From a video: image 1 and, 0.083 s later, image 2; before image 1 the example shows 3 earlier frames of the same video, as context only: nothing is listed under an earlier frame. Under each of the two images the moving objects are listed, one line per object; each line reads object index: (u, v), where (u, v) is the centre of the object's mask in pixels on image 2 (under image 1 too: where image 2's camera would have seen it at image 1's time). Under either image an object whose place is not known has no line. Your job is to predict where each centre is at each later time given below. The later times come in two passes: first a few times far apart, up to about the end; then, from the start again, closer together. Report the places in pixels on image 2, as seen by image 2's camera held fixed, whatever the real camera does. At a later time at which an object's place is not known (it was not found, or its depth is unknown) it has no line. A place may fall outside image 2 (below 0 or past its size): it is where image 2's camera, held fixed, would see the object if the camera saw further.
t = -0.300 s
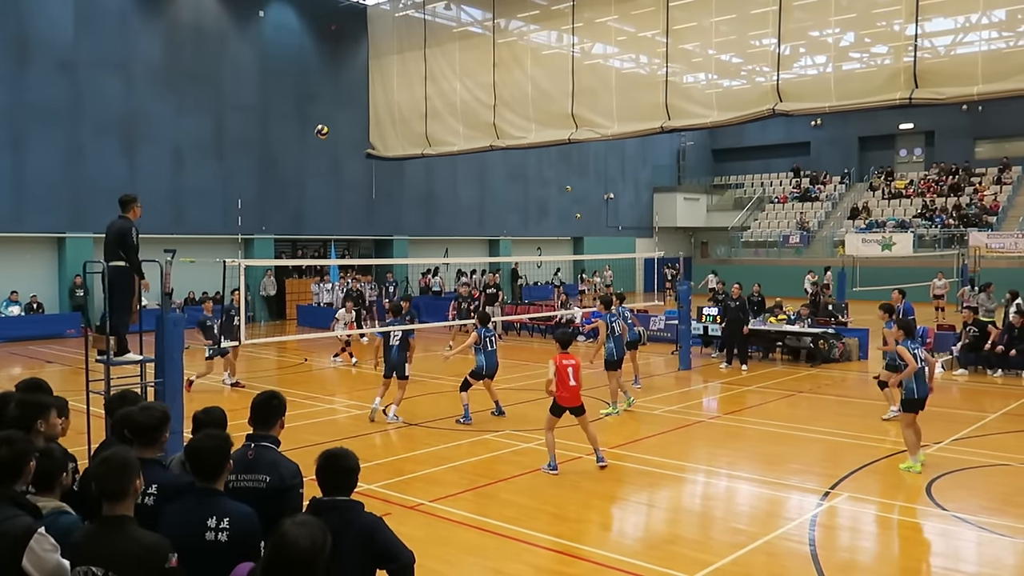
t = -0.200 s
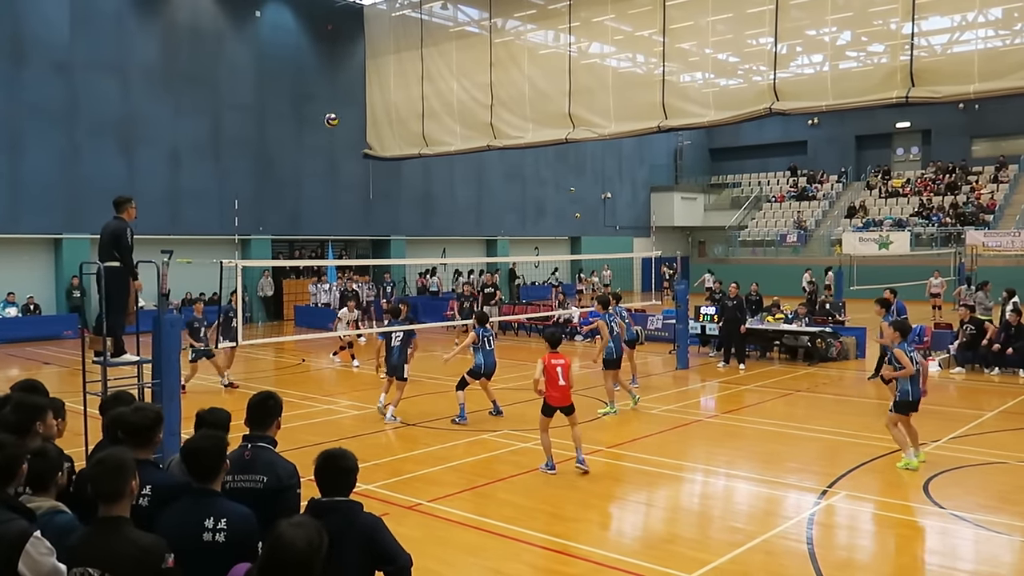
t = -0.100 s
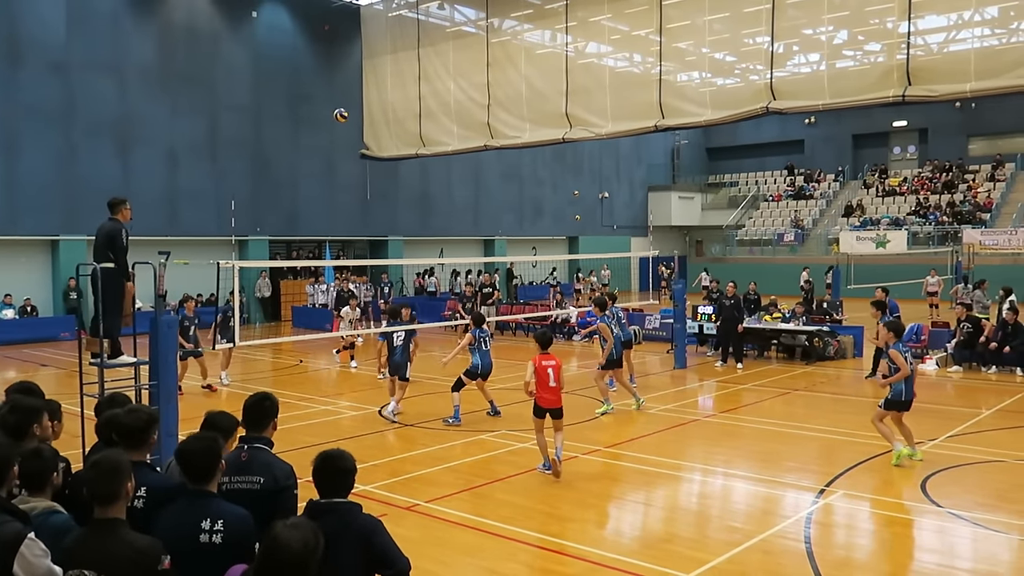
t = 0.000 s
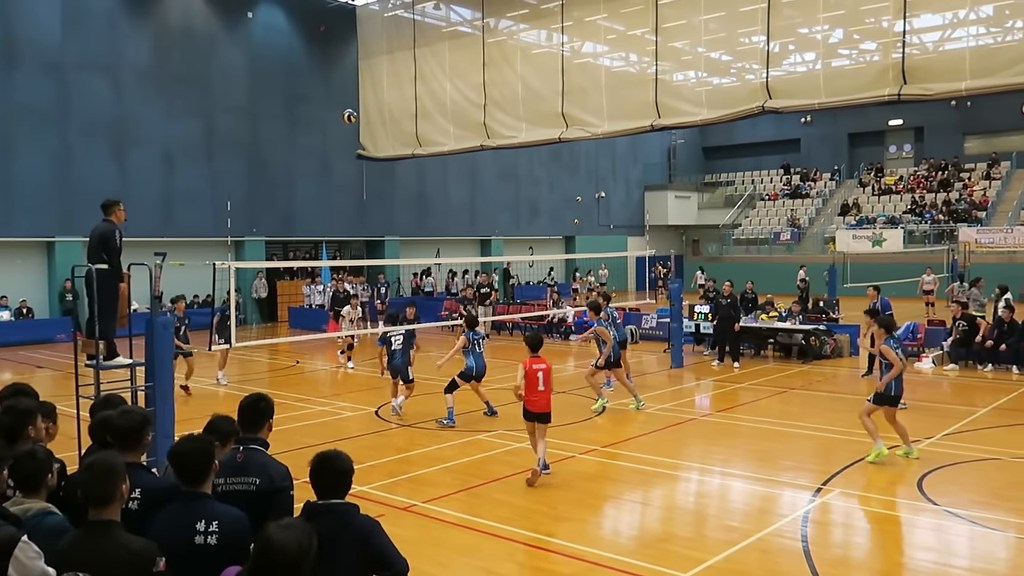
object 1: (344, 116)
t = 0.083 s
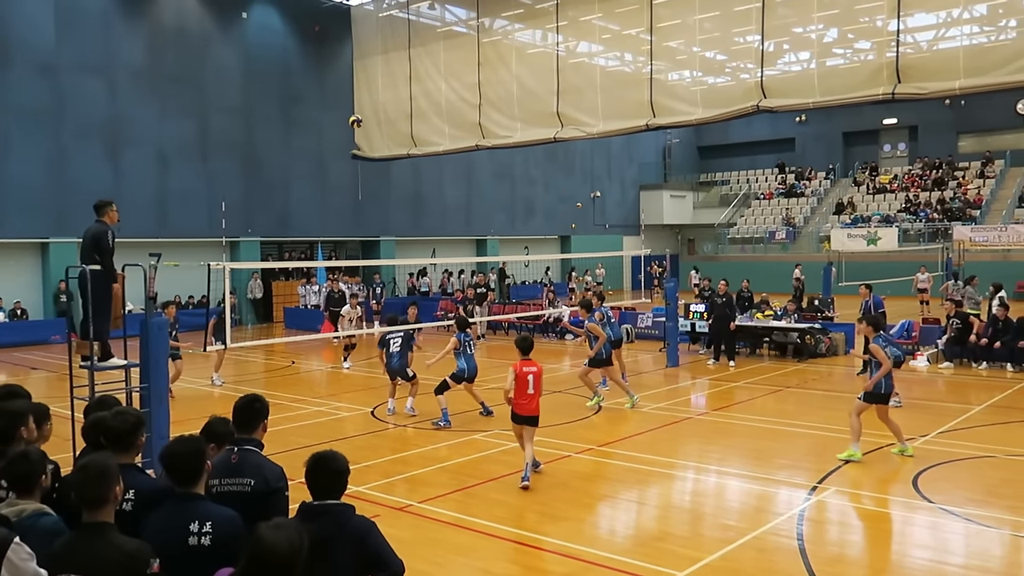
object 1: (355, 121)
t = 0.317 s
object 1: (386, 160)
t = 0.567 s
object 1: (418, 238)
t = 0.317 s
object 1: (386, 160)
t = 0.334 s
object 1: (388, 163)
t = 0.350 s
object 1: (390, 167)
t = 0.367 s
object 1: (392, 172)
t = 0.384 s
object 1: (394, 177)
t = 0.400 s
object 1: (396, 181)
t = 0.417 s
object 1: (399, 186)
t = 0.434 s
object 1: (401, 191)
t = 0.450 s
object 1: (403, 197)
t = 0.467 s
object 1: (405, 202)
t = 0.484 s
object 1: (407, 208)
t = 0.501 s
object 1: (409, 213)
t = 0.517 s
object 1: (411, 219)
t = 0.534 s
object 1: (414, 226)
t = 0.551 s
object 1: (416, 231)
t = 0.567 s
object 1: (418, 238)
